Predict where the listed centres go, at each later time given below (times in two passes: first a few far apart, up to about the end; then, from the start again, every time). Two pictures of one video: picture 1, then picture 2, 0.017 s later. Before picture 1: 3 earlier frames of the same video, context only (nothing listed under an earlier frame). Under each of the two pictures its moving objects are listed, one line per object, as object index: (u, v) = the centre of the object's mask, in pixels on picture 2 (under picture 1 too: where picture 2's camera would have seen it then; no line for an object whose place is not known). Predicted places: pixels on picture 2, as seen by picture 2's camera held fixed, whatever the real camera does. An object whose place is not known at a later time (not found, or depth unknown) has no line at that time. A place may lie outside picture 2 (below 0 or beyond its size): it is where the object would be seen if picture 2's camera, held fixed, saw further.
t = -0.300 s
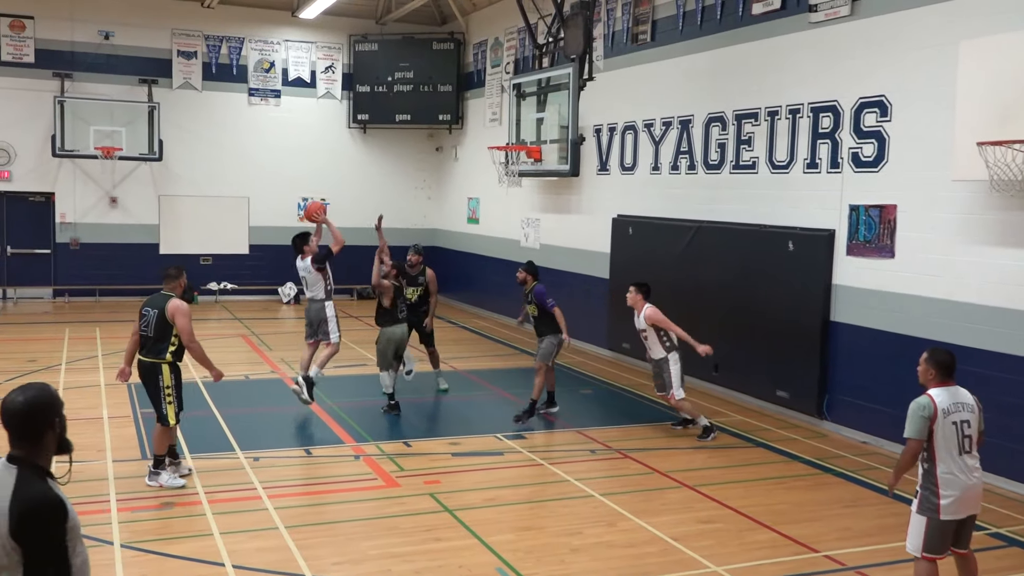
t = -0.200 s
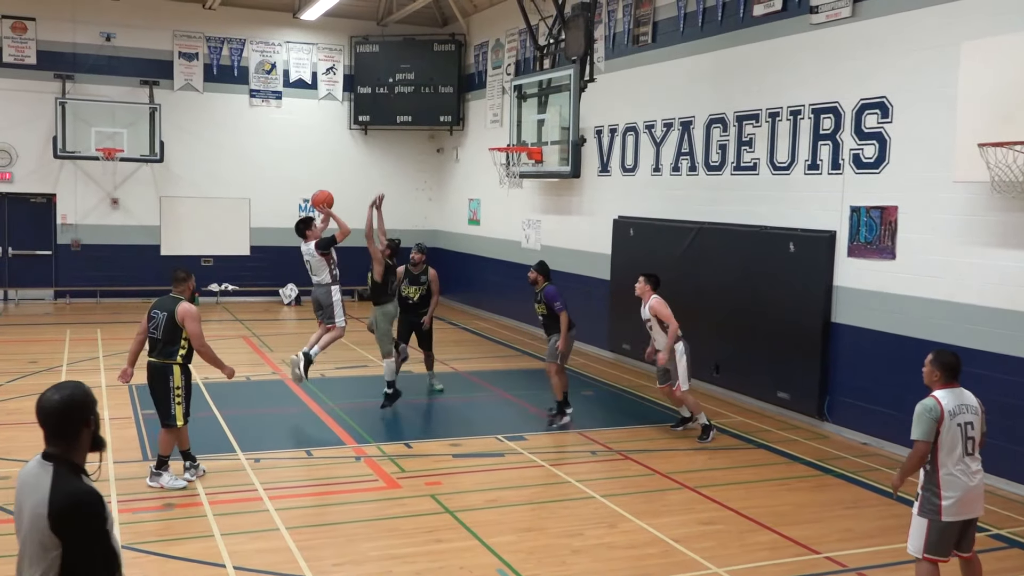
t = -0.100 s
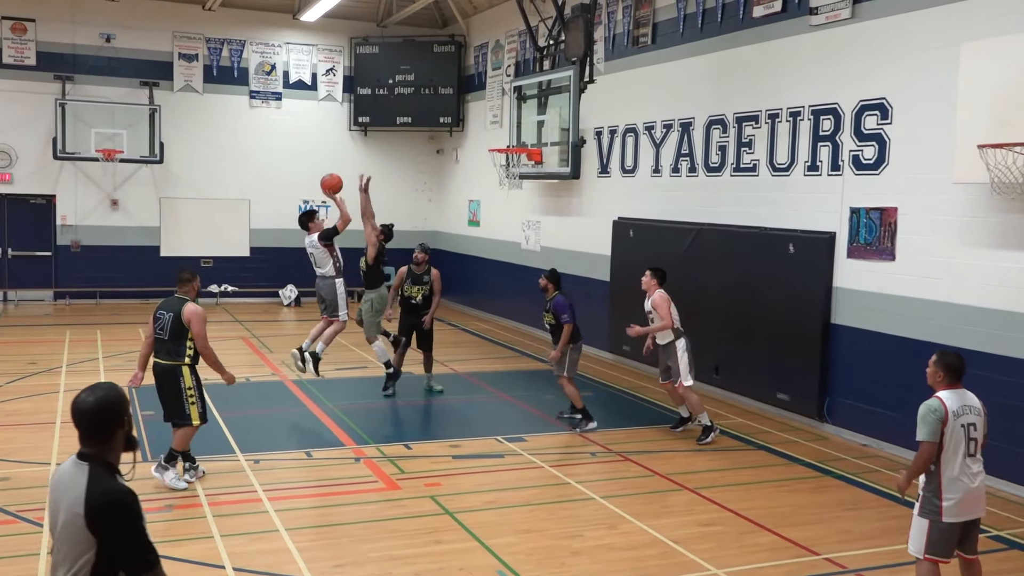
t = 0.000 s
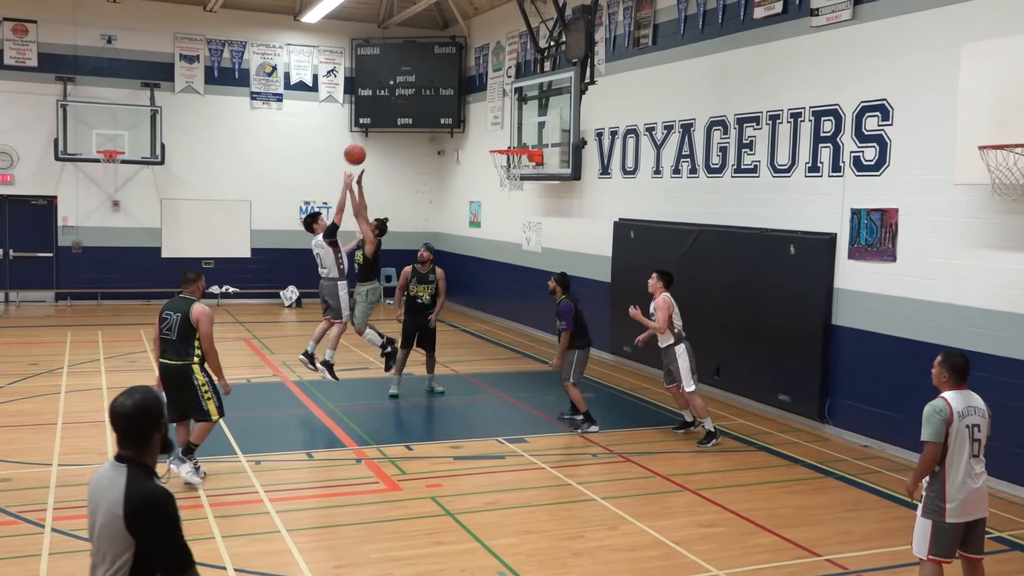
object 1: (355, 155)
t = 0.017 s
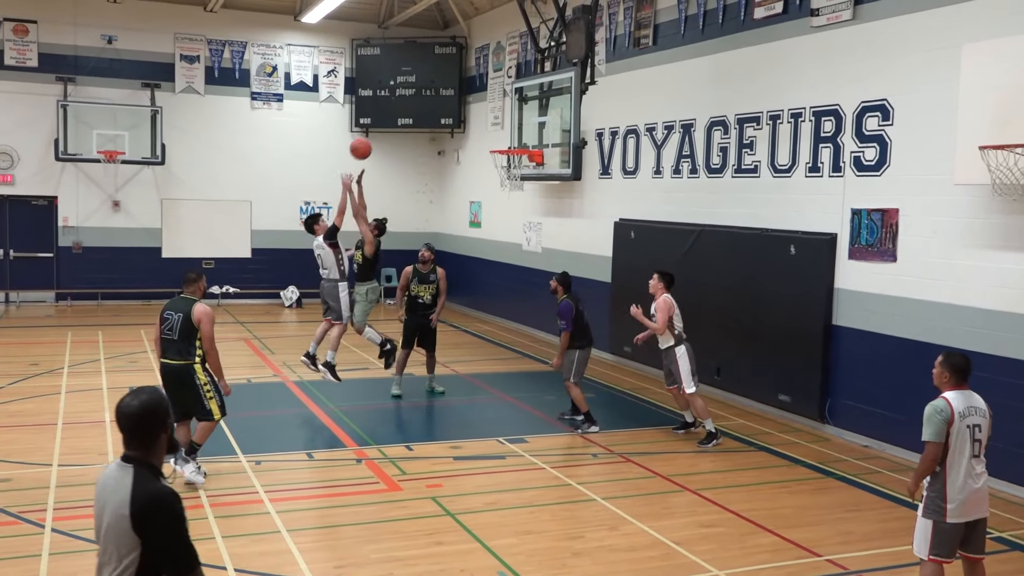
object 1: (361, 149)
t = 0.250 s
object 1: (433, 96)
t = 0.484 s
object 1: (498, 92)
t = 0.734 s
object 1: (522, 133)
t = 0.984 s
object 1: (467, 131)
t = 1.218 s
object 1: (415, 164)
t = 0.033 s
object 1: (366, 143)
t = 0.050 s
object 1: (372, 138)
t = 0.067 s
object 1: (377, 132)
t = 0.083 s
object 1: (382, 128)
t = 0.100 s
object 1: (387, 123)
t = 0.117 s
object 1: (392, 119)
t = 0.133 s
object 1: (397, 116)
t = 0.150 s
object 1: (403, 112)
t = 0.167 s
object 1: (408, 108)
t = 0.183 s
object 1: (413, 106)
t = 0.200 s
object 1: (418, 103)
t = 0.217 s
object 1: (423, 100)
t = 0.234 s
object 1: (428, 98)
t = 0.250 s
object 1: (433, 96)
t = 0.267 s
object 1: (438, 94)
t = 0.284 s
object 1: (443, 92)
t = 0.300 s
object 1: (448, 91)
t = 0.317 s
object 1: (452, 89)
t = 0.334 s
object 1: (457, 89)
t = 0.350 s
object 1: (462, 88)
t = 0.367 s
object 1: (466, 88)
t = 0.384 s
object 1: (471, 87)
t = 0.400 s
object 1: (475, 87)
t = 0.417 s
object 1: (480, 88)
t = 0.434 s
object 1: (484, 89)
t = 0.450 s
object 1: (489, 89)
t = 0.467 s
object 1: (494, 91)
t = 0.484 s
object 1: (498, 92)
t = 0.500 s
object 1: (503, 93)
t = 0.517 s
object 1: (507, 95)
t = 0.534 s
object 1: (512, 97)
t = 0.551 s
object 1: (516, 99)
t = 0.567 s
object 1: (520, 101)
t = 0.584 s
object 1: (524, 104)
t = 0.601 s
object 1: (529, 106)
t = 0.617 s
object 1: (533, 110)
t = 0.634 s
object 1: (537, 113)
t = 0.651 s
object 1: (541, 116)
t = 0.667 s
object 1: (537, 119)
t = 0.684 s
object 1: (533, 122)
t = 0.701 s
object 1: (529, 126)
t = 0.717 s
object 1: (526, 129)
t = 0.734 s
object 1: (522, 133)
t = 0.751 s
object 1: (518, 137)
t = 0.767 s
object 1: (514, 140)
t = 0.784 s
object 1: (511, 140)
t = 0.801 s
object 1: (507, 138)
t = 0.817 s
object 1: (503, 136)
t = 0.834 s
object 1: (500, 135)
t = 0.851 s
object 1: (496, 133)
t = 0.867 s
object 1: (492, 132)
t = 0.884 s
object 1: (489, 132)
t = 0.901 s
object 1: (485, 131)
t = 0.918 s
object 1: (481, 131)
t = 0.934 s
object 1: (478, 131)
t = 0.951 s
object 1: (474, 131)
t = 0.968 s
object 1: (470, 131)
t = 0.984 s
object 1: (467, 131)
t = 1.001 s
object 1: (463, 132)
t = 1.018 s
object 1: (459, 133)
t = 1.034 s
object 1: (456, 134)
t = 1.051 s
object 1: (452, 136)
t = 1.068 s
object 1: (448, 138)
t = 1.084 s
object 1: (444, 140)
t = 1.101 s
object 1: (441, 142)
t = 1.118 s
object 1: (437, 144)
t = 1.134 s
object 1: (434, 147)
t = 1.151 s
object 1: (431, 150)
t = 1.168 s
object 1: (427, 153)
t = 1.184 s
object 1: (423, 156)
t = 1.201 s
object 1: (419, 159)
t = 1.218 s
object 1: (415, 164)
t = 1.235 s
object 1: (412, 168)
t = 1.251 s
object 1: (408, 172)
